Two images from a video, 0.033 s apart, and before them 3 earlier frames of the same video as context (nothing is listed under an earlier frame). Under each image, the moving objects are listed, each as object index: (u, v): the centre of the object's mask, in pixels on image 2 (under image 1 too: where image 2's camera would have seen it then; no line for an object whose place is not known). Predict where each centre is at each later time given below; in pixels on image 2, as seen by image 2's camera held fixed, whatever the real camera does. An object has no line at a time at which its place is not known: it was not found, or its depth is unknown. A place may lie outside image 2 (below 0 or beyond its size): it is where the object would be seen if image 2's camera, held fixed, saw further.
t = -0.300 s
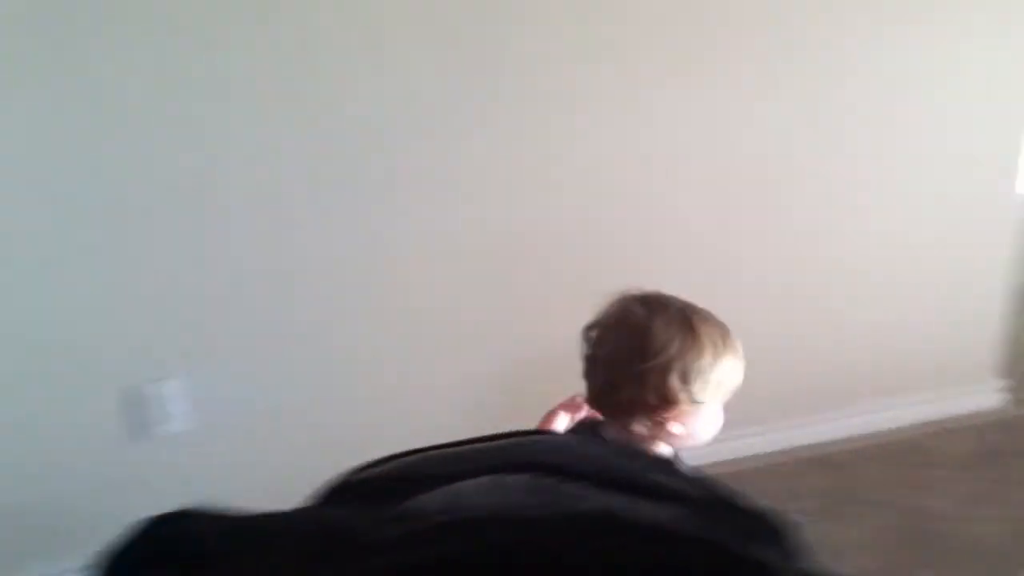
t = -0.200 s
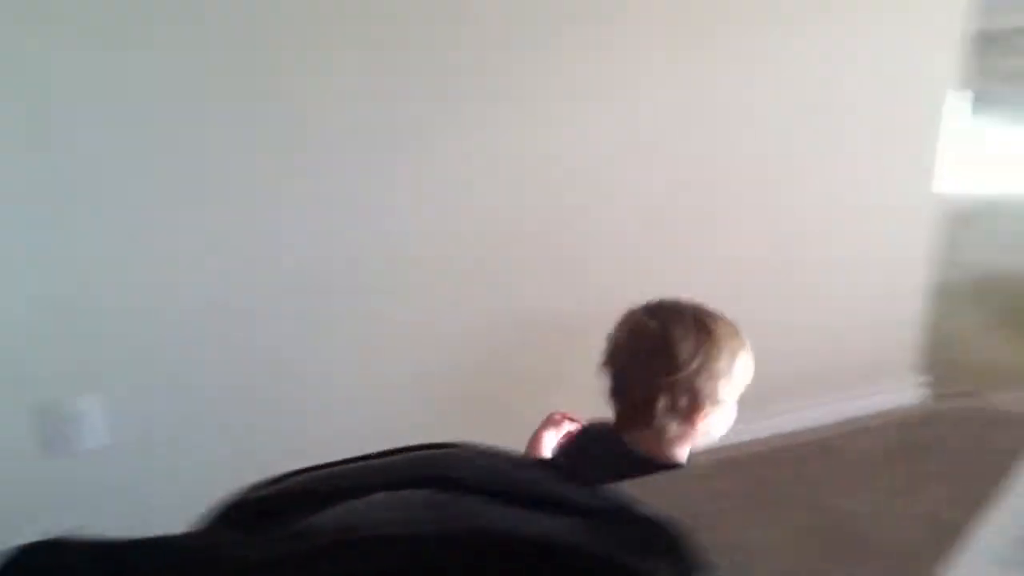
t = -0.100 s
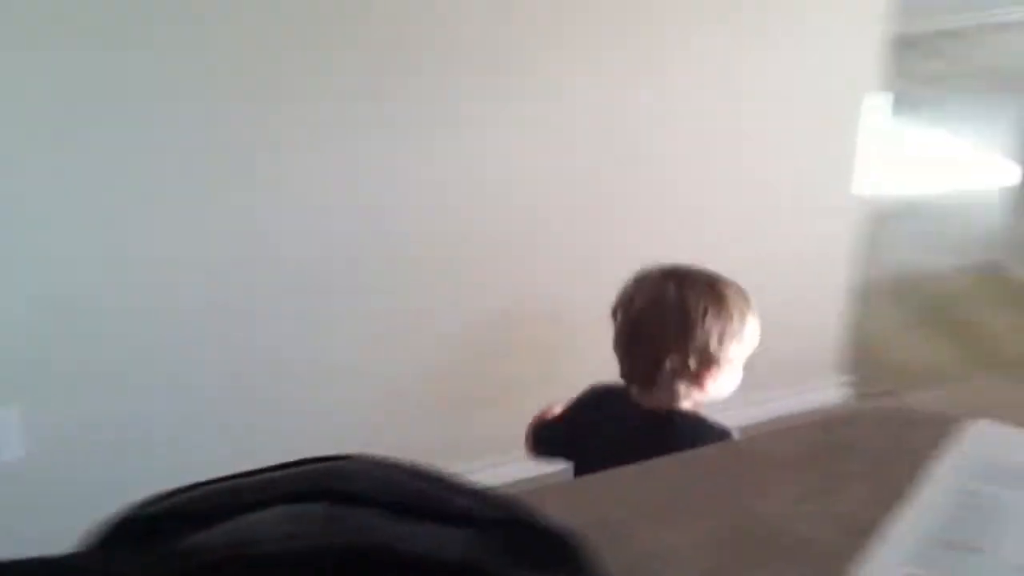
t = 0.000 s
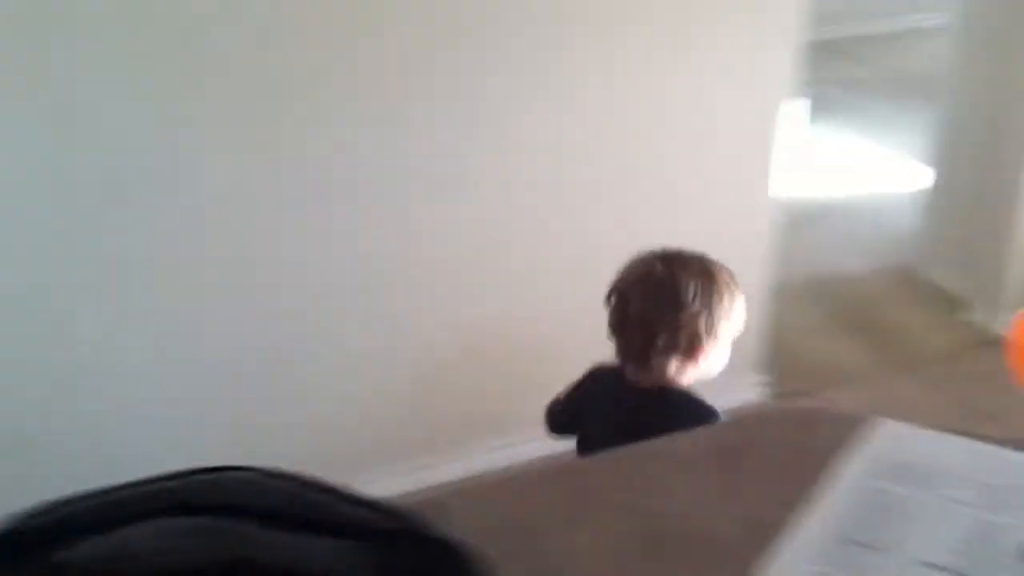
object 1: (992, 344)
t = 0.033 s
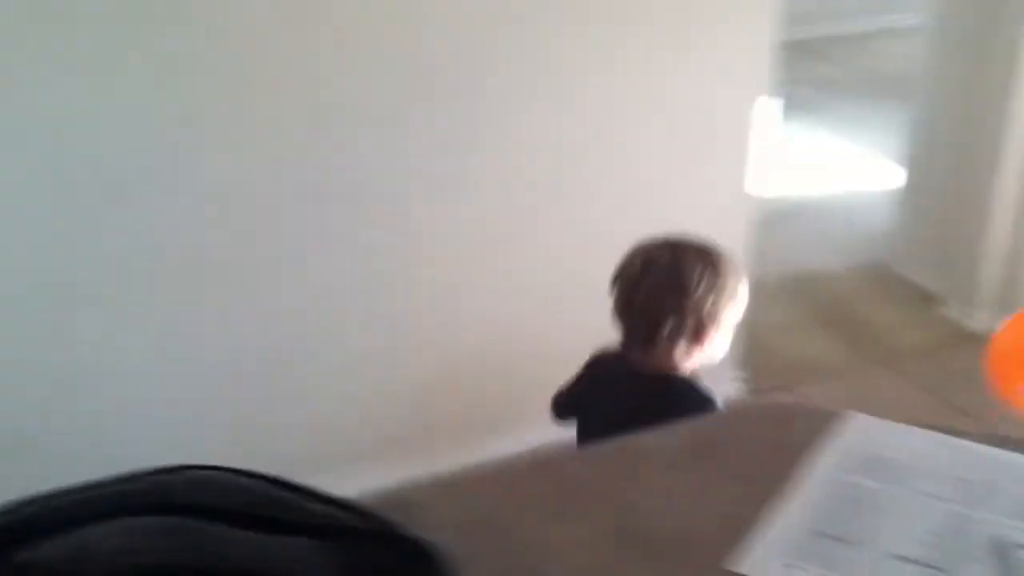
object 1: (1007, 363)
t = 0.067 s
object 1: (1020, 386)
